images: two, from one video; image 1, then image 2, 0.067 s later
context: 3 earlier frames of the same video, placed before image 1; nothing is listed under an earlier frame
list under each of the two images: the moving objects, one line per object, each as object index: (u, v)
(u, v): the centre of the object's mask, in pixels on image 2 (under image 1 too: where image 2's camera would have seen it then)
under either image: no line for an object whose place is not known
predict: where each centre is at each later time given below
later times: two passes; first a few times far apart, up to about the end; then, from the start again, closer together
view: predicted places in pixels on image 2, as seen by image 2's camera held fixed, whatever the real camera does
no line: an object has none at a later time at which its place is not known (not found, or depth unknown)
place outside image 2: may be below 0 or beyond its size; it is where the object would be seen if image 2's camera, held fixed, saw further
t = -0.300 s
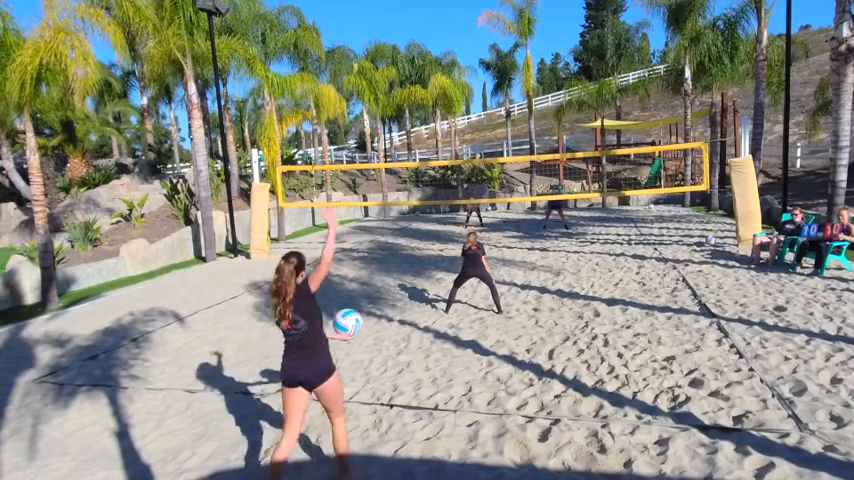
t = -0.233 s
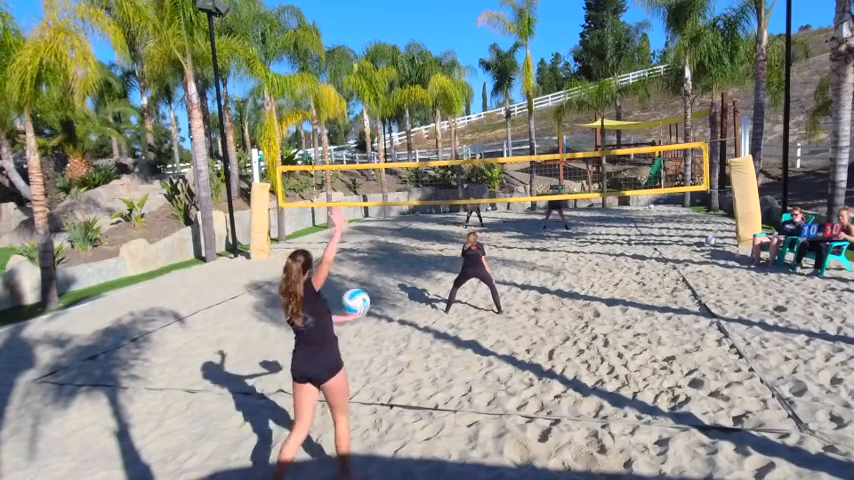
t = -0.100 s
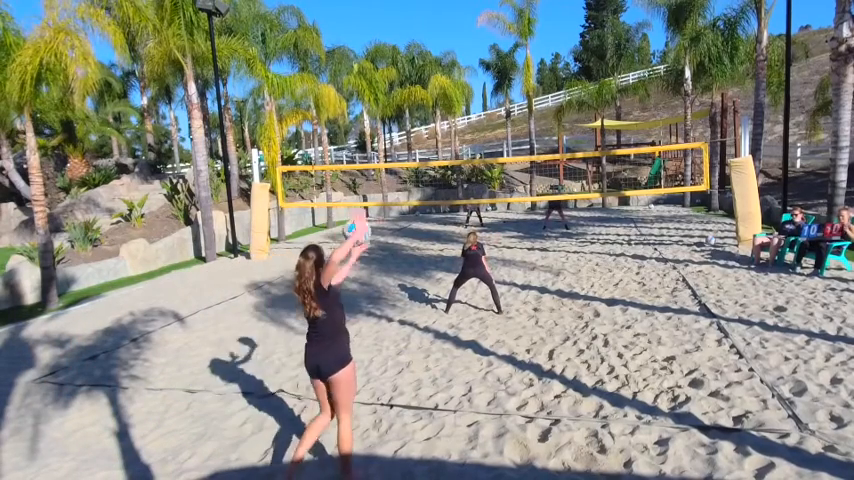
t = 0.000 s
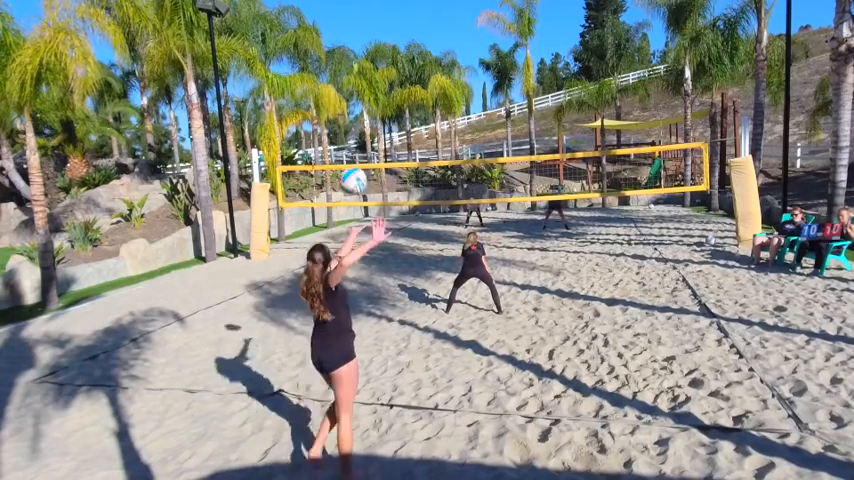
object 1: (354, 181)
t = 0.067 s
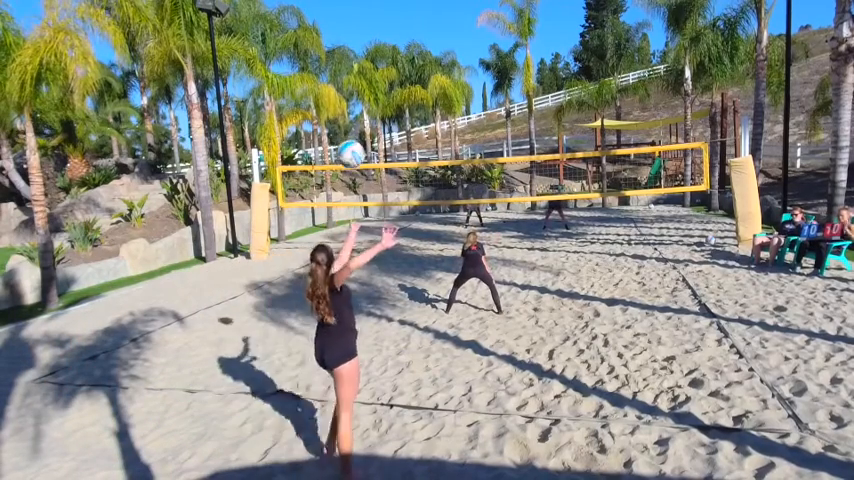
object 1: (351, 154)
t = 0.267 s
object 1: (347, 106)
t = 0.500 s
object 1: (344, 115)
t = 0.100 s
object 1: (350, 141)
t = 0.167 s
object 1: (348, 123)
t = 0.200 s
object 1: (347, 116)
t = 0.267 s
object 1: (347, 106)
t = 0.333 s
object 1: (346, 103)
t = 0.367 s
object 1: (346, 102)
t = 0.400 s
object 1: (345, 103)
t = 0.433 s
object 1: (345, 106)
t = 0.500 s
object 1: (344, 115)
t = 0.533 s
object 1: (344, 121)
